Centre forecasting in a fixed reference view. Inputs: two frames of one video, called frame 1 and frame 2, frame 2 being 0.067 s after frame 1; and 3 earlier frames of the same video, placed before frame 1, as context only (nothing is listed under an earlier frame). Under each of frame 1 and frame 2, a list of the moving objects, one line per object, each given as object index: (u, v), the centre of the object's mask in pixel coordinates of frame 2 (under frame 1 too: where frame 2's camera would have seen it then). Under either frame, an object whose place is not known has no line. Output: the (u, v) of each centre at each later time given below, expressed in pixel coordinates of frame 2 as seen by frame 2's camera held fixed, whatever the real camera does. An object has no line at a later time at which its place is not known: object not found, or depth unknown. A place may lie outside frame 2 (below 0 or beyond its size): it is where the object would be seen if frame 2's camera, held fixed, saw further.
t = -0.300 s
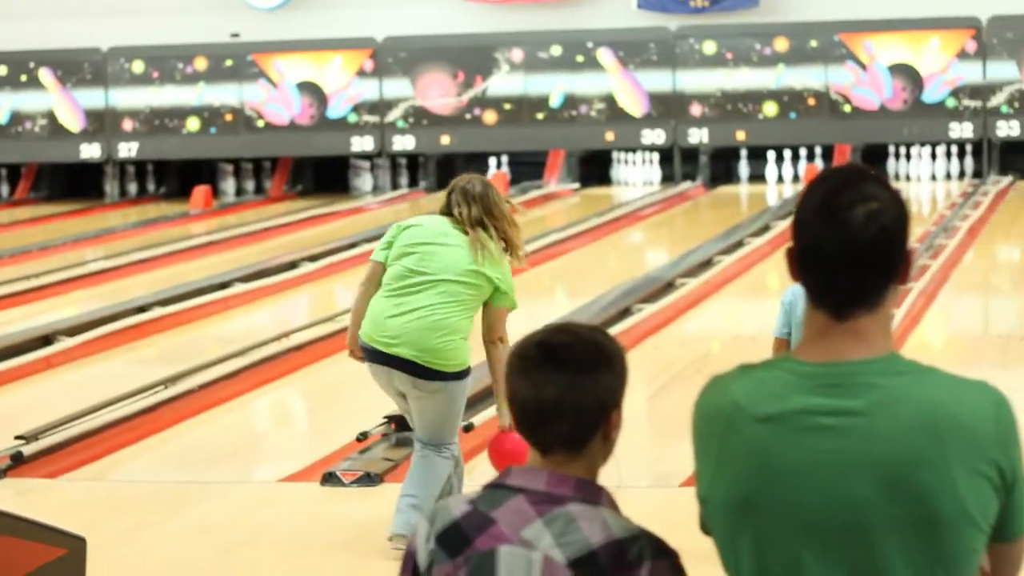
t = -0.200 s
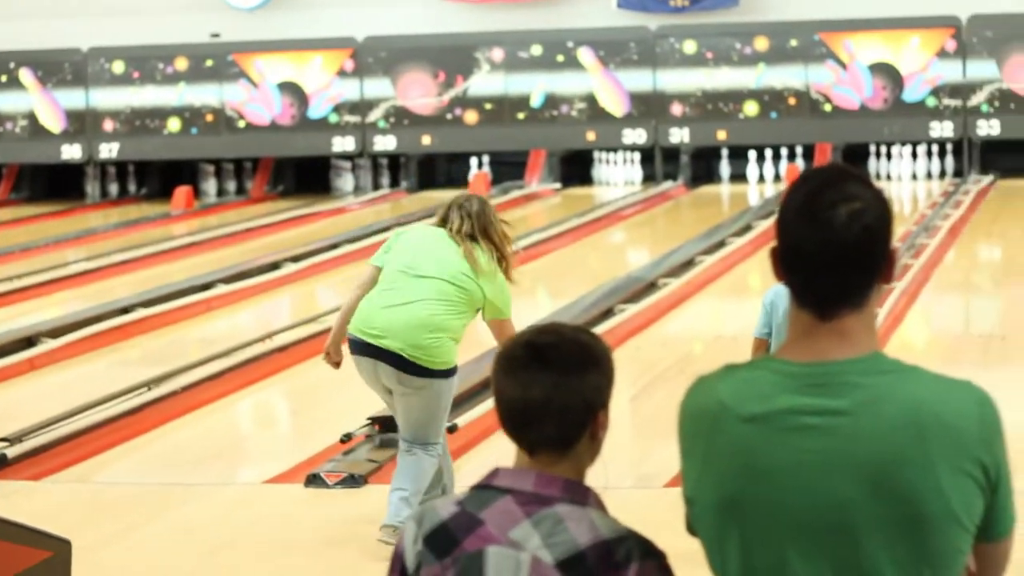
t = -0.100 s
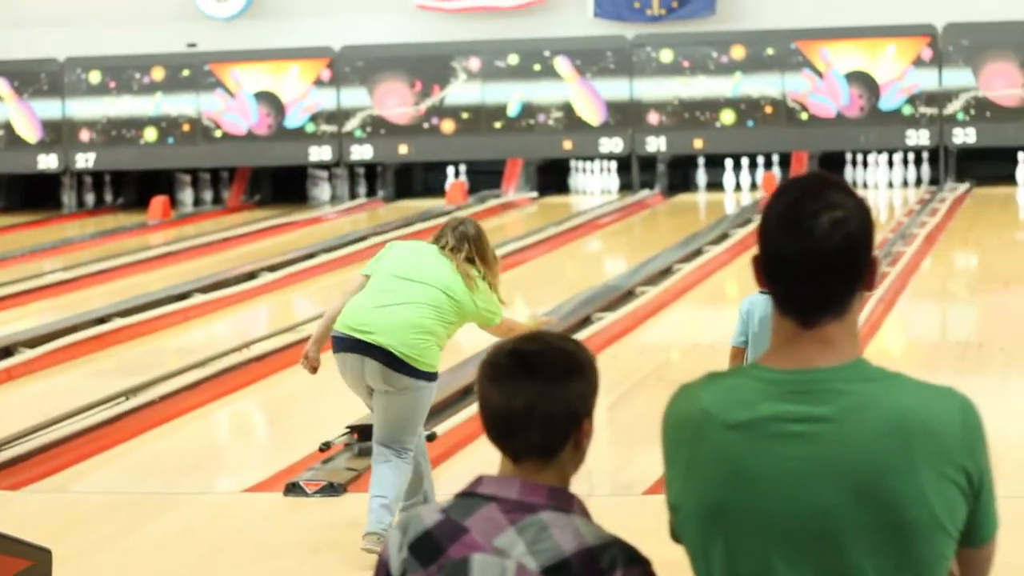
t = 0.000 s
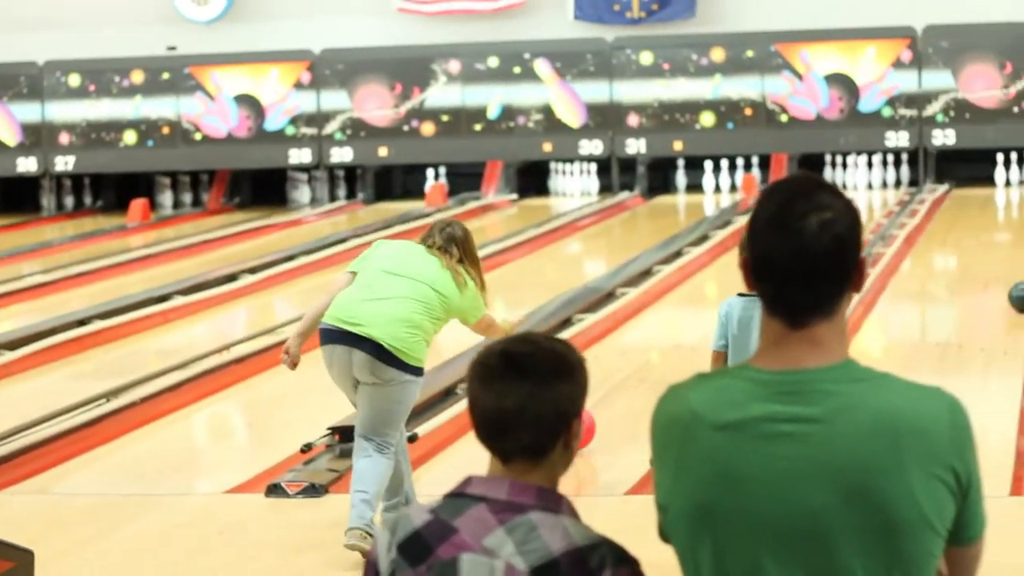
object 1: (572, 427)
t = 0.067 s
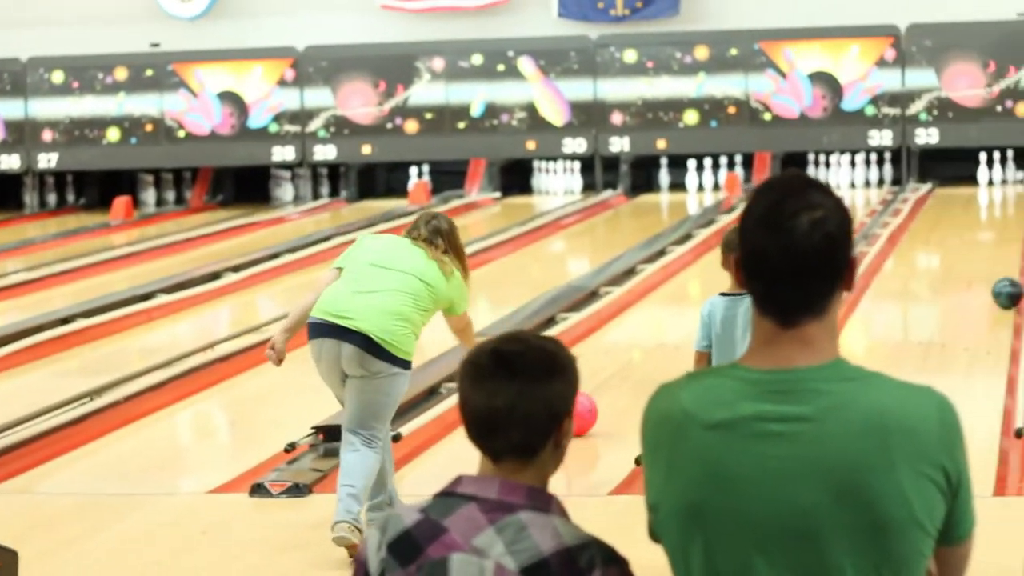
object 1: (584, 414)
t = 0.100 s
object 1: (590, 407)
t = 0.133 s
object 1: (597, 400)
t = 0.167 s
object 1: (604, 393)
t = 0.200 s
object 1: (610, 387)
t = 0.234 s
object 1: (616, 379)
